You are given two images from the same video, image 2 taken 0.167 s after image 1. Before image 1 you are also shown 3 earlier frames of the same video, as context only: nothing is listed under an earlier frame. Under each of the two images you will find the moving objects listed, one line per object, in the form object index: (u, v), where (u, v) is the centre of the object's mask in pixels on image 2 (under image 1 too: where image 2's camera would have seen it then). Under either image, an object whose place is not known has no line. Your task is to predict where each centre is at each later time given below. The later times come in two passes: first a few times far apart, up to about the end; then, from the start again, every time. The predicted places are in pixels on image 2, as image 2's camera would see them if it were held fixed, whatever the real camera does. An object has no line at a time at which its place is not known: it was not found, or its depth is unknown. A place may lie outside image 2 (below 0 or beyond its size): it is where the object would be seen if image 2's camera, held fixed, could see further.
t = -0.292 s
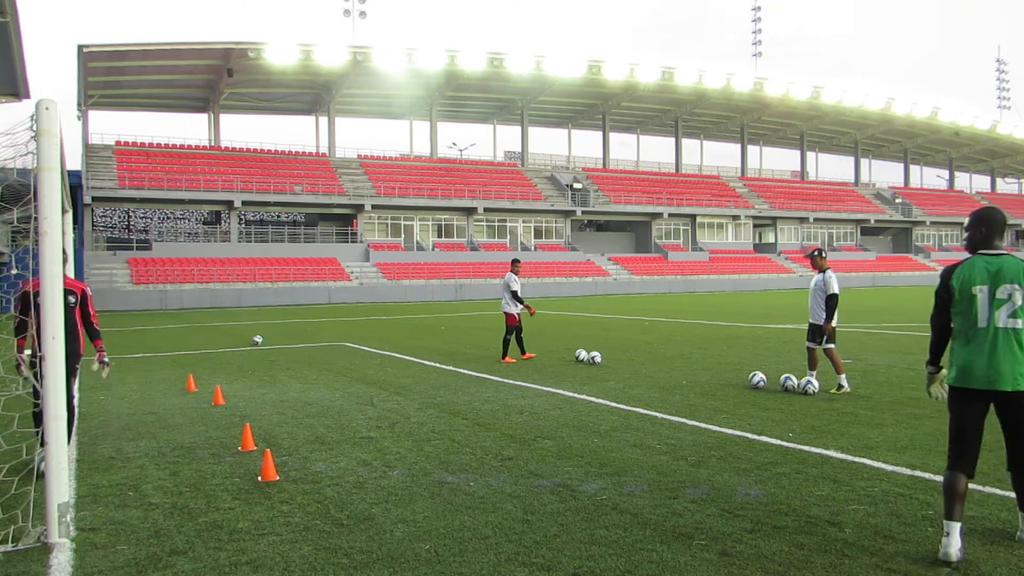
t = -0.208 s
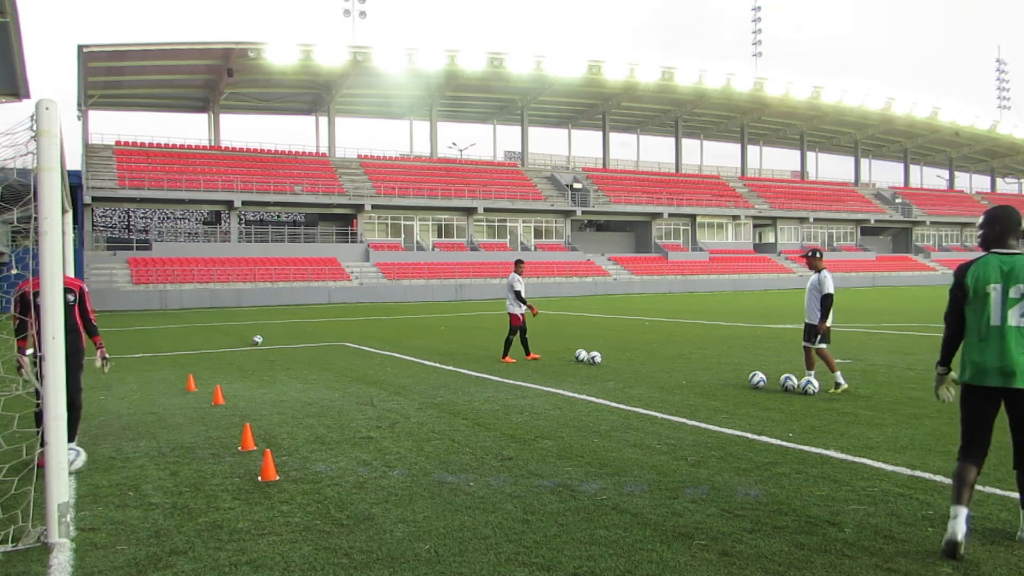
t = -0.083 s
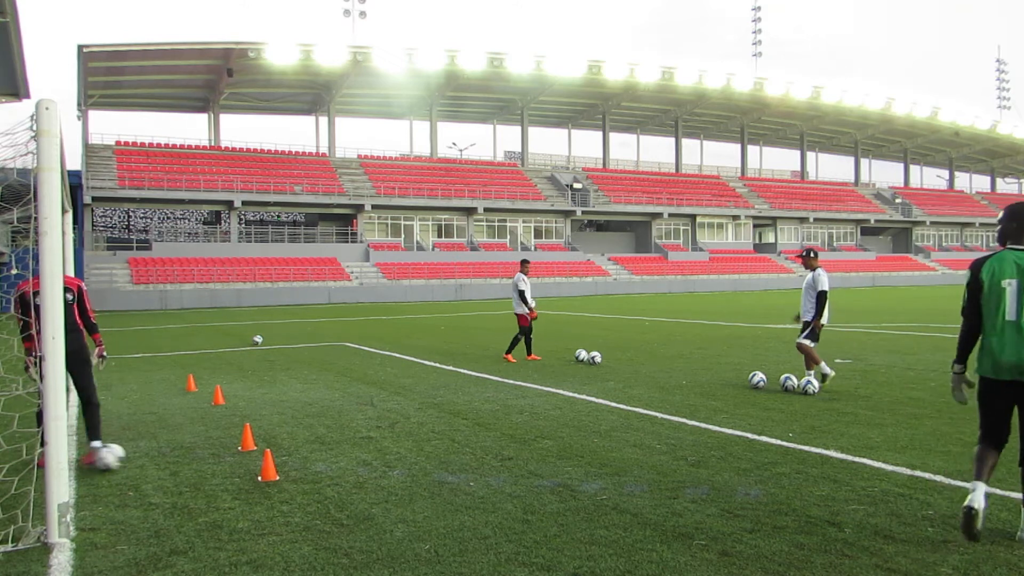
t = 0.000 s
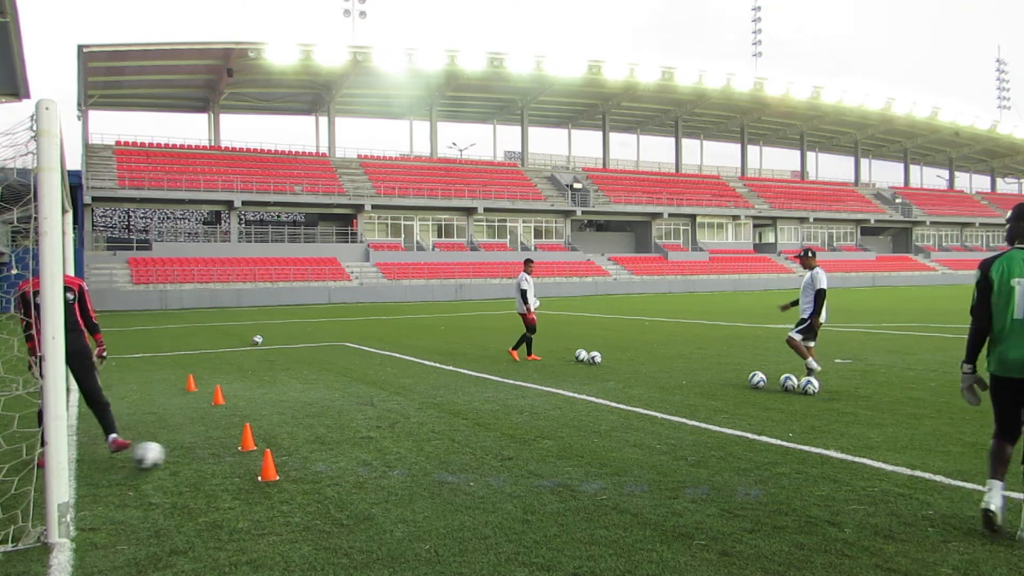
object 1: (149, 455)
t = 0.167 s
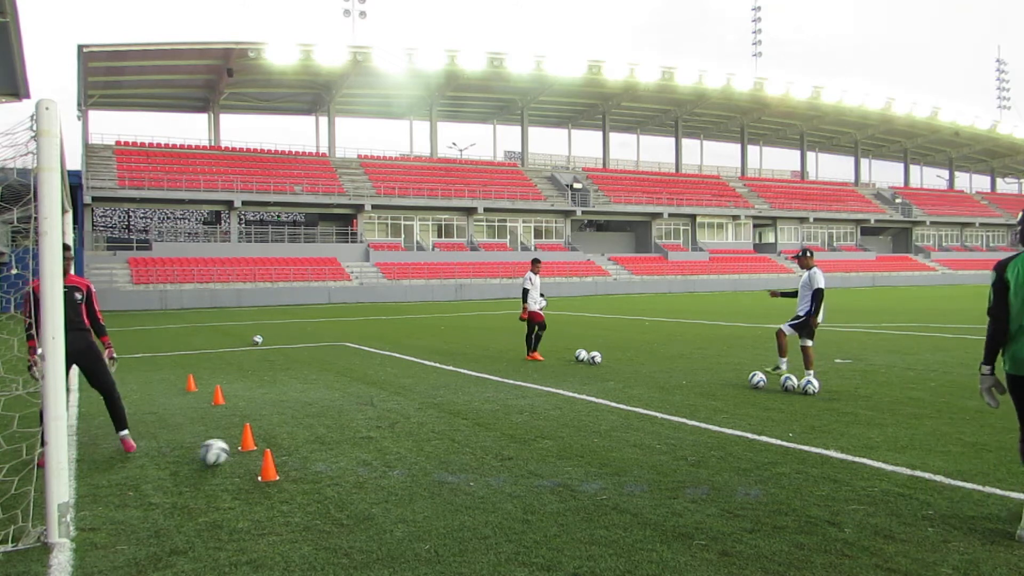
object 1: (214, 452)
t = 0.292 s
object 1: (253, 450)
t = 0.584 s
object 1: (338, 445)
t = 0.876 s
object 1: (411, 440)
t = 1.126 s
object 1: (466, 437)
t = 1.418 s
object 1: (522, 433)
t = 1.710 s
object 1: (571, 429)
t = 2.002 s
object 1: (613, 426)
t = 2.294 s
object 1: (648, 423)
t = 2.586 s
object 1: (676, 421)
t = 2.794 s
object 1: (694, 419)
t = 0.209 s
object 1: (228, 451)
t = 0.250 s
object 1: (241, 451)
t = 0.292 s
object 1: (253, 450)
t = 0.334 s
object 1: (266, 448)
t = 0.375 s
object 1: (280, 449)
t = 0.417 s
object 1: (290, 449)
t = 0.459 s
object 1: (303, 448)
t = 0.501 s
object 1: (315, 447)
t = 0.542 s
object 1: (327, 445)
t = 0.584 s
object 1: (338, 445)
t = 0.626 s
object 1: (350, 444)
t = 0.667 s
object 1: (360, 444)
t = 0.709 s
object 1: (371, 443)
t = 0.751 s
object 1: (381, 442)
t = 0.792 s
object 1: (392, 442)
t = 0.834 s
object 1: (402, 440)
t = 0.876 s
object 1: (411, 440)
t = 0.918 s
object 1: (421, 439)
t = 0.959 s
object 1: (430, 438)
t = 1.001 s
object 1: (439, 438)
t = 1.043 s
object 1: (448, 437)
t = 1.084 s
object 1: (457, 437)
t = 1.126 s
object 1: (466, 437)
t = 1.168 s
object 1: (475, 435)
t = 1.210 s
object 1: (483, 435)
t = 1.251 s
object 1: (491, 434)
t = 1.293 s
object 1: (499, 434)
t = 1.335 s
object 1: (507, 433)
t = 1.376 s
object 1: (515, 433)
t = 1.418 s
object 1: (522, 433)
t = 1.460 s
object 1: (530, 432)
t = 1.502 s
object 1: (537, 432)
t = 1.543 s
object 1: (545, 431)
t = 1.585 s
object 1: (552, 430)
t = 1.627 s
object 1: (558, 430)
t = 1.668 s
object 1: (565, 430)
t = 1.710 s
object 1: (571, 429)
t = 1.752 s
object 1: (578, 430)
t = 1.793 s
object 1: (584, 428)
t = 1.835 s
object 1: (590, 428)
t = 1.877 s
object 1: (596, 429)
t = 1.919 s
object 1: (601, 427)
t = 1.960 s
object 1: (607, 428)
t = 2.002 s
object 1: (613, 426)
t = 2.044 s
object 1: (618, 426)
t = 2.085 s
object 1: (624, 425)
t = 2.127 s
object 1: (629, 424)
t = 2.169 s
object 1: (633, 424)
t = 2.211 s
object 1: (638, 424)
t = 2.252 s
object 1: (643, 424)
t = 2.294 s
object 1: (648, 423)
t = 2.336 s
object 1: (652, 423)
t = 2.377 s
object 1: (656, 422)
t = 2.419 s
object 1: (661, 422)
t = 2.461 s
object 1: (664, 421)
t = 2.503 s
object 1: (668, 421)
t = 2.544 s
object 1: (672, 421)
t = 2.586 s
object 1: (676, 421)
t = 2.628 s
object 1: (680, 420)
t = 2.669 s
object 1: (684, 420)
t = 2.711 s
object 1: (687, 420)
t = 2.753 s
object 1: (691, 420)
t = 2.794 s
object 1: (694, 419)
